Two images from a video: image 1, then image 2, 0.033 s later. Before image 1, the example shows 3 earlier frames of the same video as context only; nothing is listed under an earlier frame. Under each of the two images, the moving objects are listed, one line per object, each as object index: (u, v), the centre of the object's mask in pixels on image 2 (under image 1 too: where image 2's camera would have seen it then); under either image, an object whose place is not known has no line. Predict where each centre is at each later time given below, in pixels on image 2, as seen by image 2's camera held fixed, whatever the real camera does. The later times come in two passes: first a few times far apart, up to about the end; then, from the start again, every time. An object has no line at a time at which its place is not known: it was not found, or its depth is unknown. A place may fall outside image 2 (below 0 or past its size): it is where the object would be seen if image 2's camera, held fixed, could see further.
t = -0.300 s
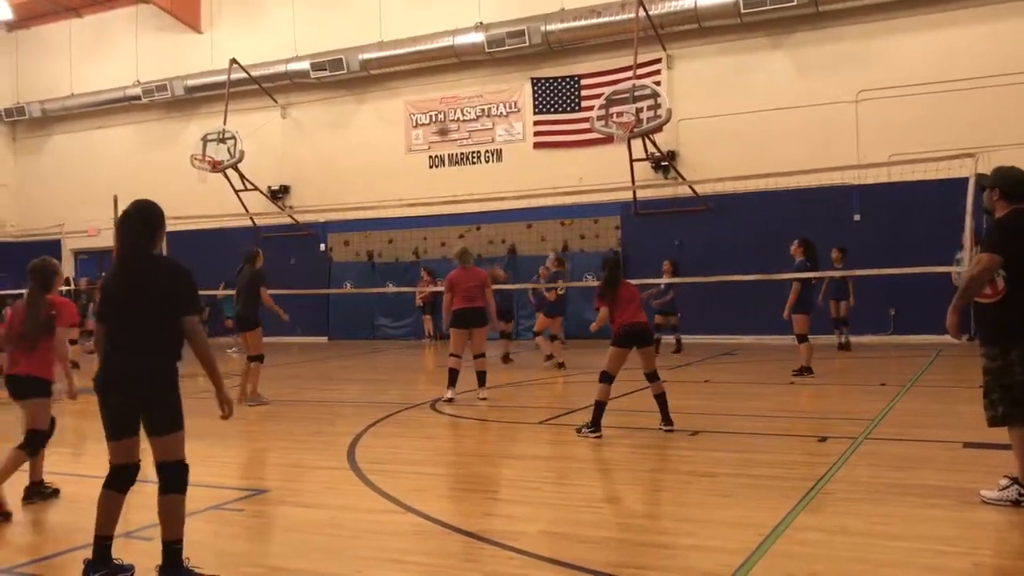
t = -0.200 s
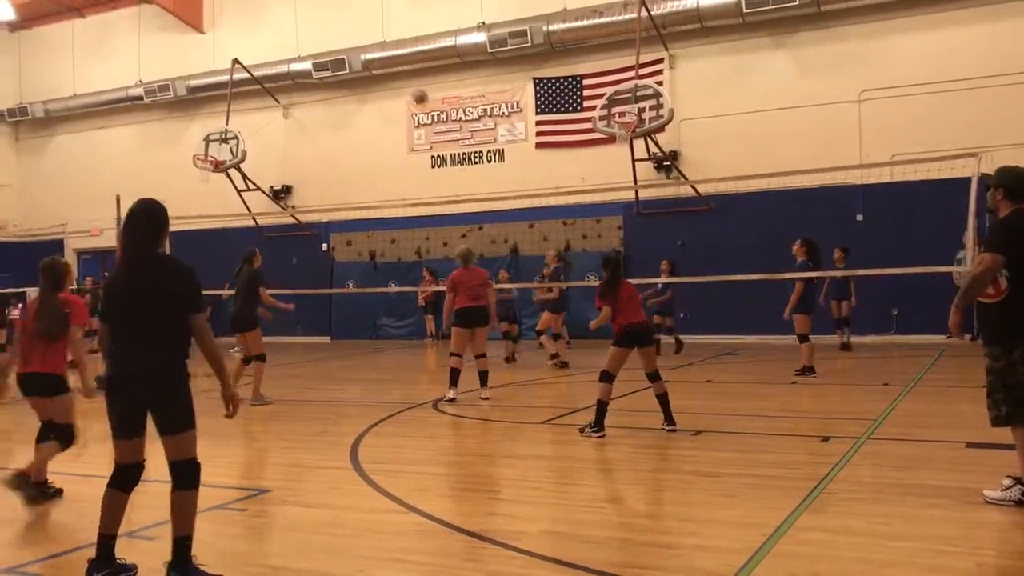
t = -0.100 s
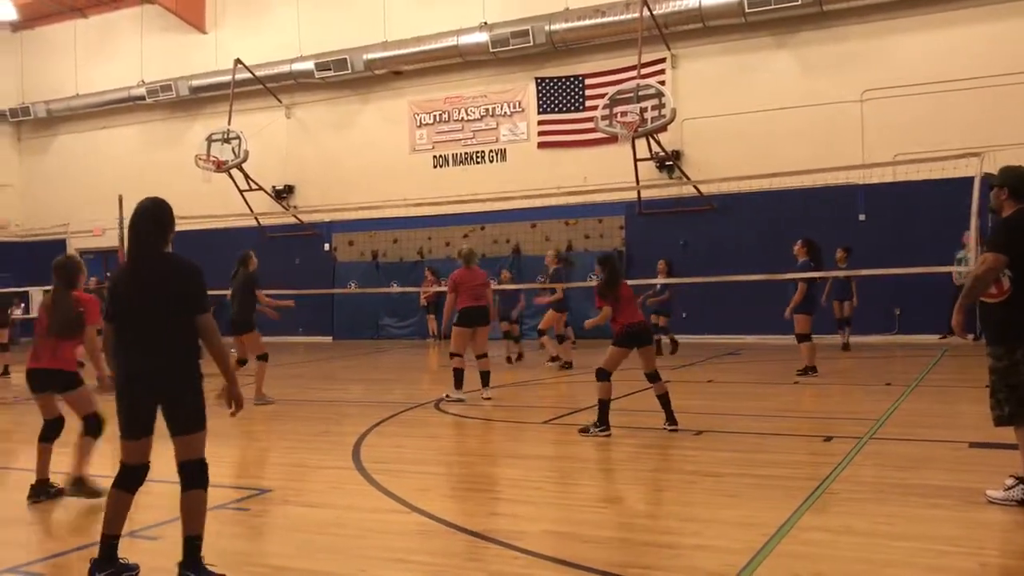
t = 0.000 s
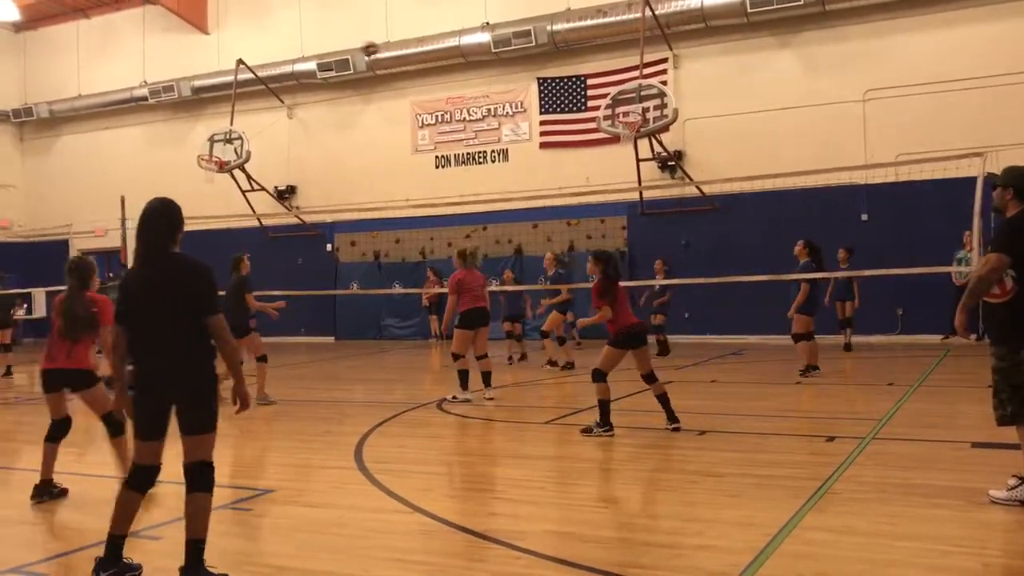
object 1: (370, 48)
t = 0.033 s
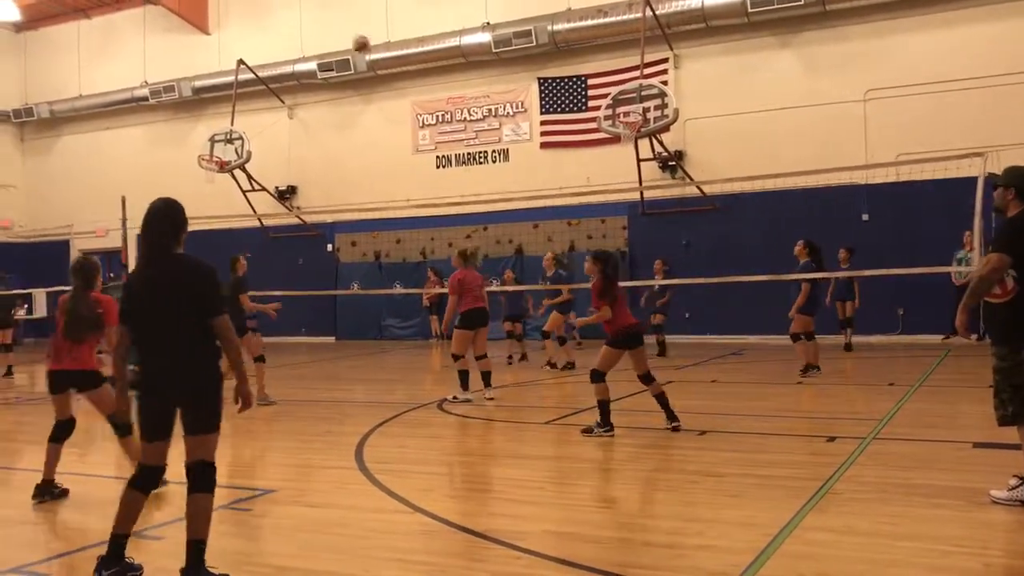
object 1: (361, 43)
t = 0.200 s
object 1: (311, 30)
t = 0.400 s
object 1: (245, 47)
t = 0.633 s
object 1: (161, 122)
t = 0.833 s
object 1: (80, 243)
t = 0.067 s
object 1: (351, 39)
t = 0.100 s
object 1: (341, 36)
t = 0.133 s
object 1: (331, 33)
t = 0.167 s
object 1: (321, 31)
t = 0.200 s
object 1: (311, 30)
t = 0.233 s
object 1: (300, 30)
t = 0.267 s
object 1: (290, 32)
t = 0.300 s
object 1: (279, 34)
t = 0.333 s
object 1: (268, 37)
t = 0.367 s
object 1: (256, 42)
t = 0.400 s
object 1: (245, 47)
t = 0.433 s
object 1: (234, 54)
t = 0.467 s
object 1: (222, 62)
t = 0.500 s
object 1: (210, 70)
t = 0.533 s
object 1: (197, 82)
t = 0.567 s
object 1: (187, 92)
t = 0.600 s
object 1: (173, 111)
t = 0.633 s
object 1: (161, 122)
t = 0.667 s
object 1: (148, 137)
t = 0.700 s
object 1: (135, 154)
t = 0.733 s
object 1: (122, 173)
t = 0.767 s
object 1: (107, 195)
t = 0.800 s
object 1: (93, 217)
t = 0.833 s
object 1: (80, 243)
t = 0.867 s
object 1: (63, 266)
